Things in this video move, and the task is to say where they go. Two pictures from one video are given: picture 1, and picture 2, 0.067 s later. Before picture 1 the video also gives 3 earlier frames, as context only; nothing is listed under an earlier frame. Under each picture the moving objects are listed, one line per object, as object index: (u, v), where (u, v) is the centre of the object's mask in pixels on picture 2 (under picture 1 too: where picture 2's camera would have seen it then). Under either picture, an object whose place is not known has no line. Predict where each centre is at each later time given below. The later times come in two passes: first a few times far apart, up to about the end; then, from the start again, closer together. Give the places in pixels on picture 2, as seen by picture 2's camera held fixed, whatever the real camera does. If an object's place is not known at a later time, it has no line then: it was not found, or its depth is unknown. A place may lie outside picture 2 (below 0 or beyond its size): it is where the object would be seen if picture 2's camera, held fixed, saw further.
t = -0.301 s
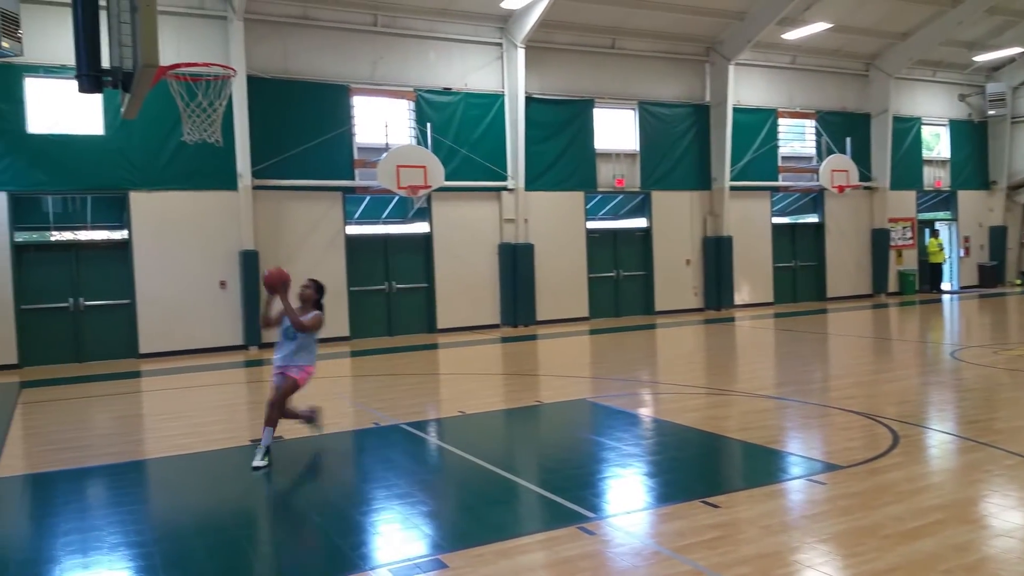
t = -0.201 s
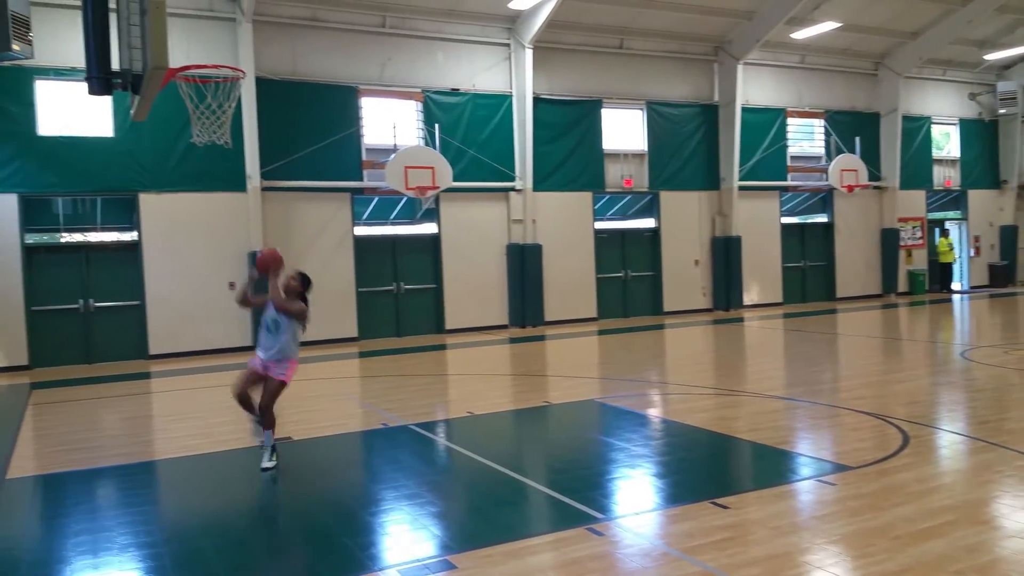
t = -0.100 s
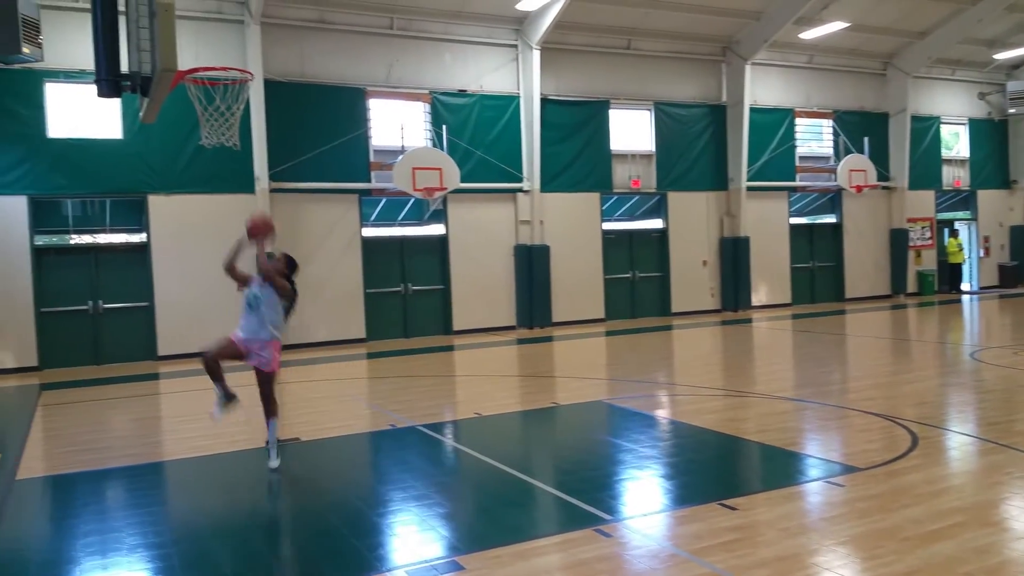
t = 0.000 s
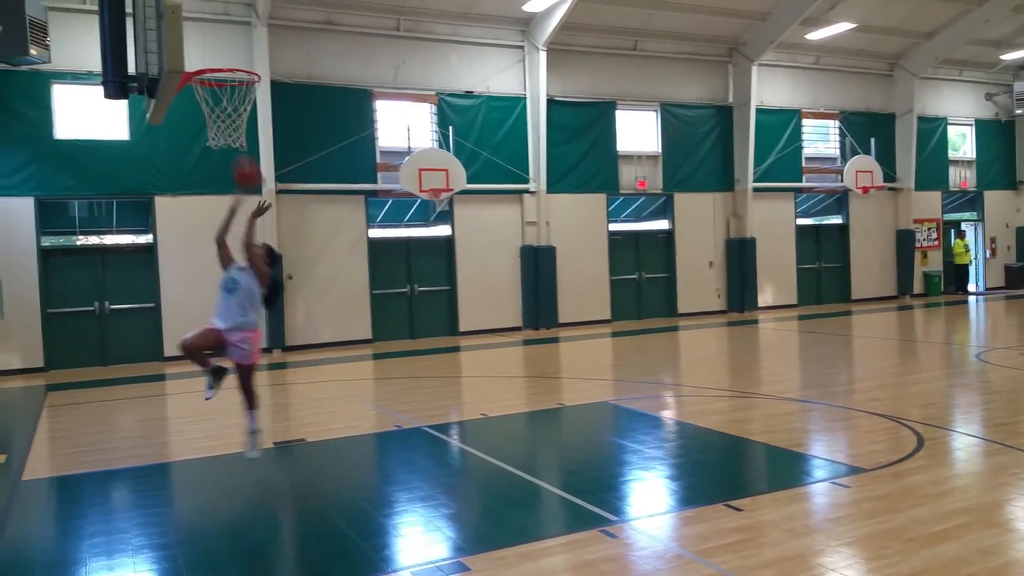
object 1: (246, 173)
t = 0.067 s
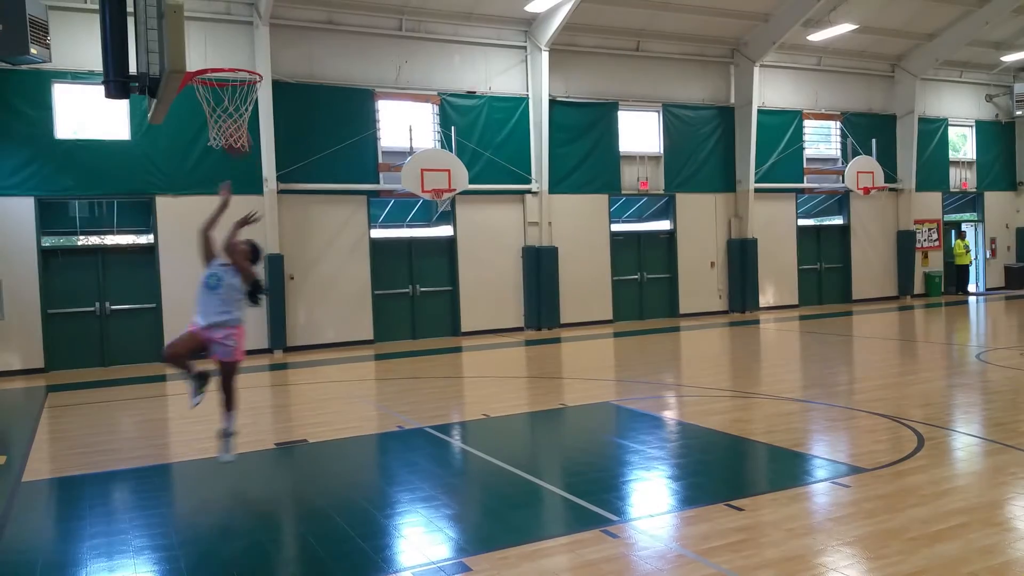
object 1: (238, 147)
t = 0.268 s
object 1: (195, 57)
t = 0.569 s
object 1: (230, 57)
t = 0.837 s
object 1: (213, 114)
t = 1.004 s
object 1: (204, 148)
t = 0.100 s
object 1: (227, 118)
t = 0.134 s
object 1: (220, 106)
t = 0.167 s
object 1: (218, 98)
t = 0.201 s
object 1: (214, 78)
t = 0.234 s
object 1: (199, 63)
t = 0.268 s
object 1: (195, 57)
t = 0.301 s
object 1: (192, 49)
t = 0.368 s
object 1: (192, 43)
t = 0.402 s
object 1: (196, 41)
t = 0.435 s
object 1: (200, 42)
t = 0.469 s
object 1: (206, 44)
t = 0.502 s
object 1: (213, 48)
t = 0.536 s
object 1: (222, 52)
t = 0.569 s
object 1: (230, 57)
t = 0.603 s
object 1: (238, 67)
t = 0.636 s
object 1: (241, 75)
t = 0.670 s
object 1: (236, 80)
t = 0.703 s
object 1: (231, 86)
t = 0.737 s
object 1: (226, 93)
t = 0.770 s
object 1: (221, 101)
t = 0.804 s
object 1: (217, 110)
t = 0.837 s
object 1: (213, 114)
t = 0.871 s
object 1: (212, 117)
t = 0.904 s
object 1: (208, 125)
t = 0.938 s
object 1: (207, 132)
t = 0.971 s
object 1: (205, 137)
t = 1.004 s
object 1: (204, 148)
